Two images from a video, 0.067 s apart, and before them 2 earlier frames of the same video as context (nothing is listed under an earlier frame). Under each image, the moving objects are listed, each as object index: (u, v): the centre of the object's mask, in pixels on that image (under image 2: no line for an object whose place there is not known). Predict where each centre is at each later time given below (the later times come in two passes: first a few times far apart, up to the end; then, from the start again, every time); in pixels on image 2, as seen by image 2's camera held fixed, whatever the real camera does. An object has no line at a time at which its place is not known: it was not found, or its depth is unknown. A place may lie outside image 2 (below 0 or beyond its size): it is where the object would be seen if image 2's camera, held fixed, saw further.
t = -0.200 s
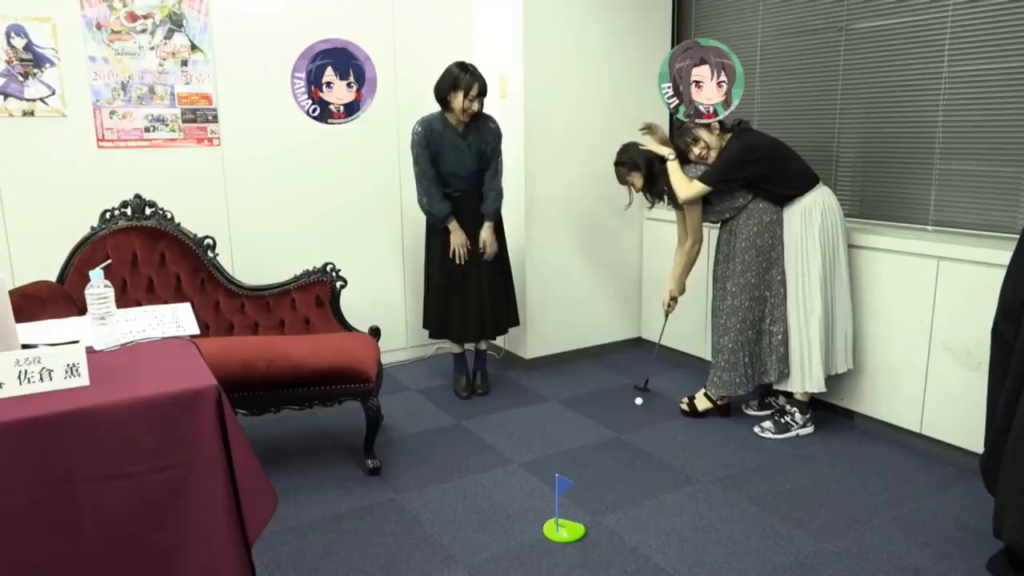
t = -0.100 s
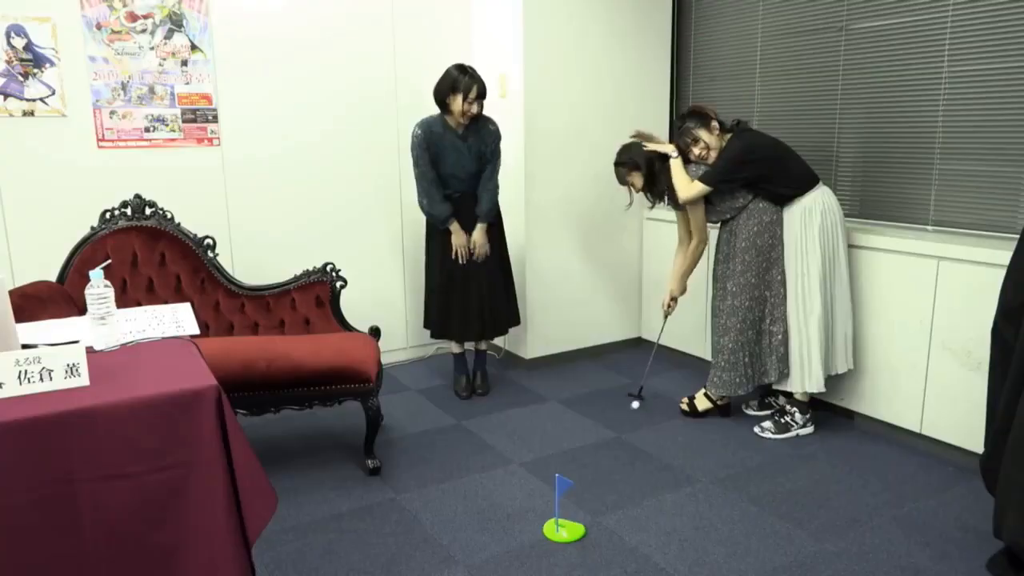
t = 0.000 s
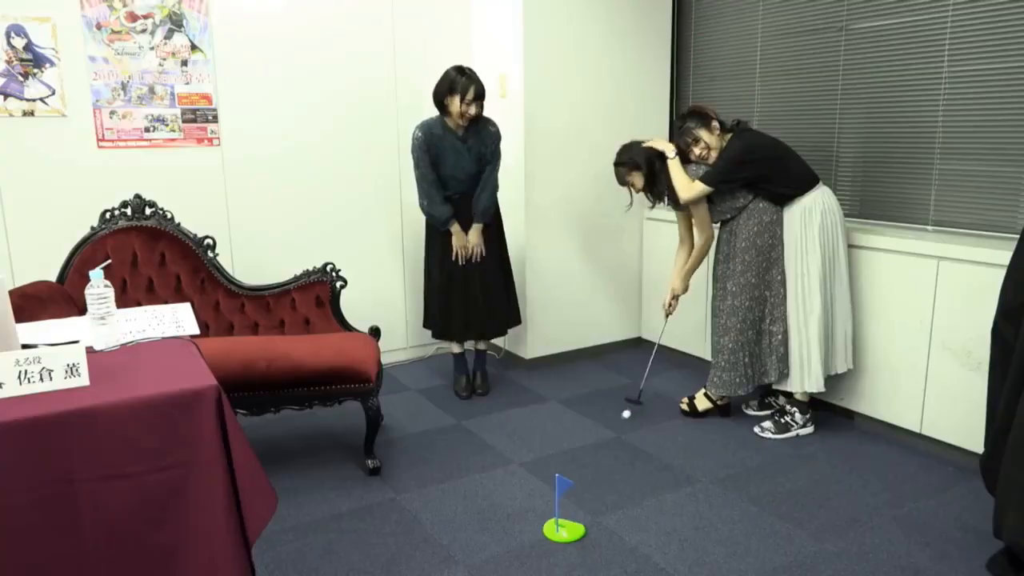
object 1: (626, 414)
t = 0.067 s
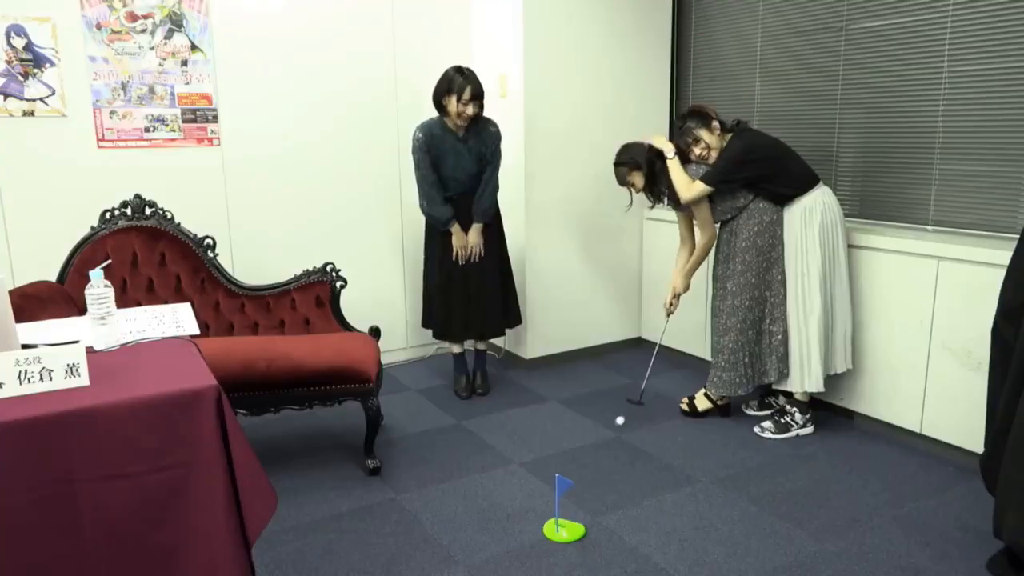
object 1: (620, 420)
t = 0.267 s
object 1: (599, 440)
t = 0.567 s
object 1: (563, 470)
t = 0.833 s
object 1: (523, 498)
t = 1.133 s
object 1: (471, 528)
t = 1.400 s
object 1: (418, 554)
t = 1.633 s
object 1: (369, 572)
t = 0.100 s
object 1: (616, 423)
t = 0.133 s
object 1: (613, 427)
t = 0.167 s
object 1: (610, 430)
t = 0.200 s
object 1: (606, 433)
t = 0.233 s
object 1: (603, 436)
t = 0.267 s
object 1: (599, 440)
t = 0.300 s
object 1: (596, 443)
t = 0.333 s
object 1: (592, 446)
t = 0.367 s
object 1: (588, 450)
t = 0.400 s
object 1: (584, 453)
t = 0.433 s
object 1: (581, 456)
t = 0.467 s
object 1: (576, 460)
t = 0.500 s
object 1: (572, 463)
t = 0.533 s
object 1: (568, 466)
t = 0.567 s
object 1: (563, 470)
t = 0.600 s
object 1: (559, 473)
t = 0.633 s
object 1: (553, 477)
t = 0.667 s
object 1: (549, 481)
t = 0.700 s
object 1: (544, 484)
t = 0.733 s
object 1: (539, 487)
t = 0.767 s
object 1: (534, 491)
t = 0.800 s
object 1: (529, 494)
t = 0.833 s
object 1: (523, 498)
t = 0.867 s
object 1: (518, 501)
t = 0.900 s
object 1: (512, 505)
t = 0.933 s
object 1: (507, 508)
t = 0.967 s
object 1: (501, 511)
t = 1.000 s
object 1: (495, 515)
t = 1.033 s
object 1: (489, 518)
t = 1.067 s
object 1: (483, 522)
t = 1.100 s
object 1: (477, 525)
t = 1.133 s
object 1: (471, 528)
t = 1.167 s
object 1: (464, 531)
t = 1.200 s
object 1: (458, 535)
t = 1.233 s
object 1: (452, 538)
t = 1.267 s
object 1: (445, 541)
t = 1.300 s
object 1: (438, 545)
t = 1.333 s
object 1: (431, 548)
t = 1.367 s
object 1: (425, 551)
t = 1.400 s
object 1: (418, 554)
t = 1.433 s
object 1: (411, 558)
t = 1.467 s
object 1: (404, 561)
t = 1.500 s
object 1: (397, 566)
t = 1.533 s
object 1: (390, 567)
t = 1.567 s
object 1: (383, 569)
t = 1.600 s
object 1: (376, 571)
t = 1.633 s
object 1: (369, 572)
